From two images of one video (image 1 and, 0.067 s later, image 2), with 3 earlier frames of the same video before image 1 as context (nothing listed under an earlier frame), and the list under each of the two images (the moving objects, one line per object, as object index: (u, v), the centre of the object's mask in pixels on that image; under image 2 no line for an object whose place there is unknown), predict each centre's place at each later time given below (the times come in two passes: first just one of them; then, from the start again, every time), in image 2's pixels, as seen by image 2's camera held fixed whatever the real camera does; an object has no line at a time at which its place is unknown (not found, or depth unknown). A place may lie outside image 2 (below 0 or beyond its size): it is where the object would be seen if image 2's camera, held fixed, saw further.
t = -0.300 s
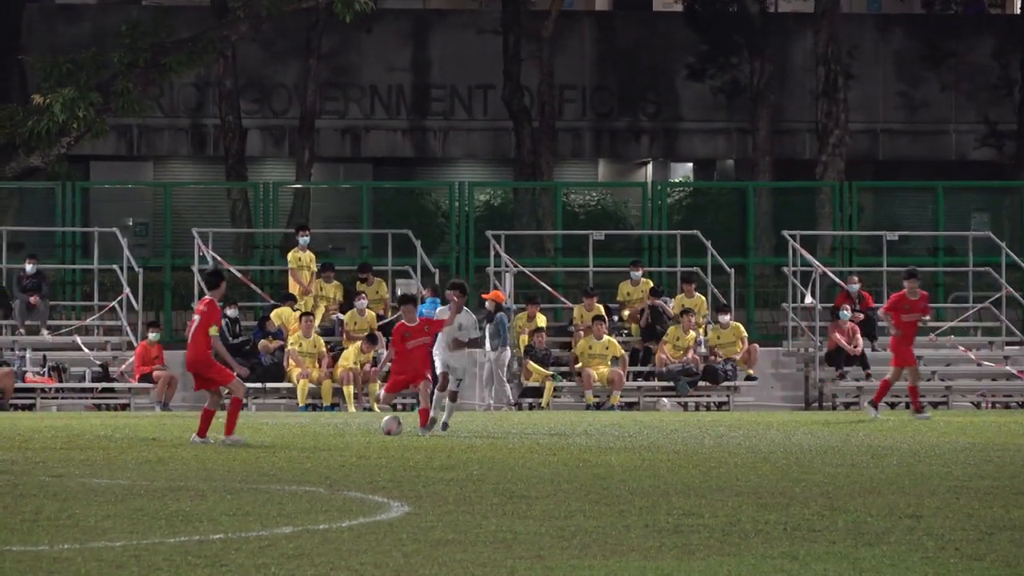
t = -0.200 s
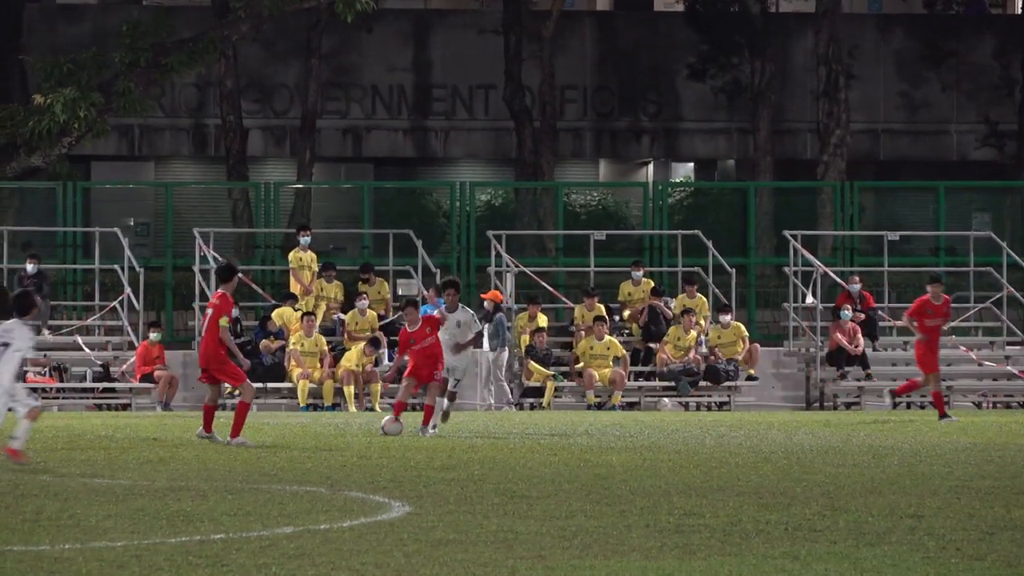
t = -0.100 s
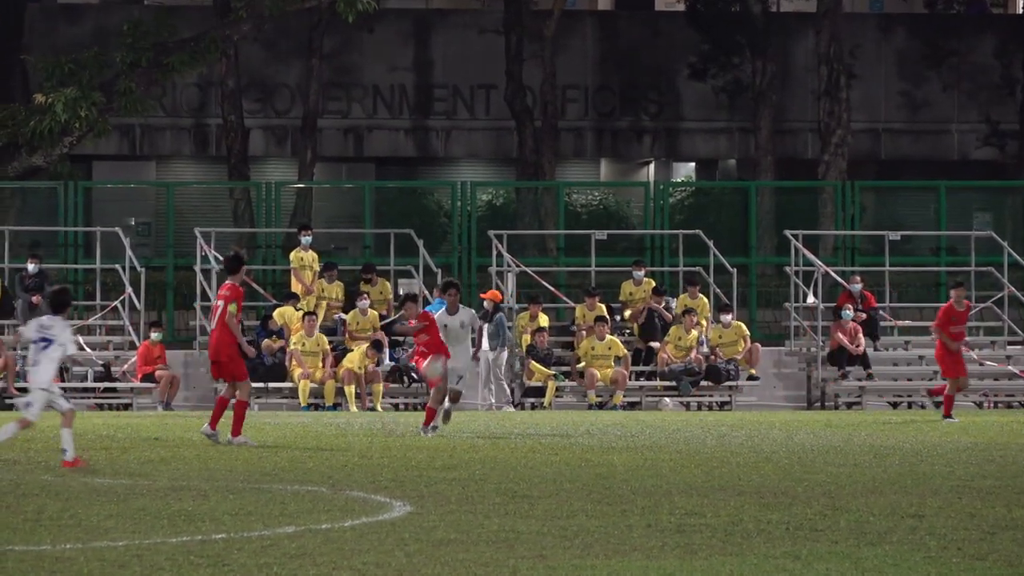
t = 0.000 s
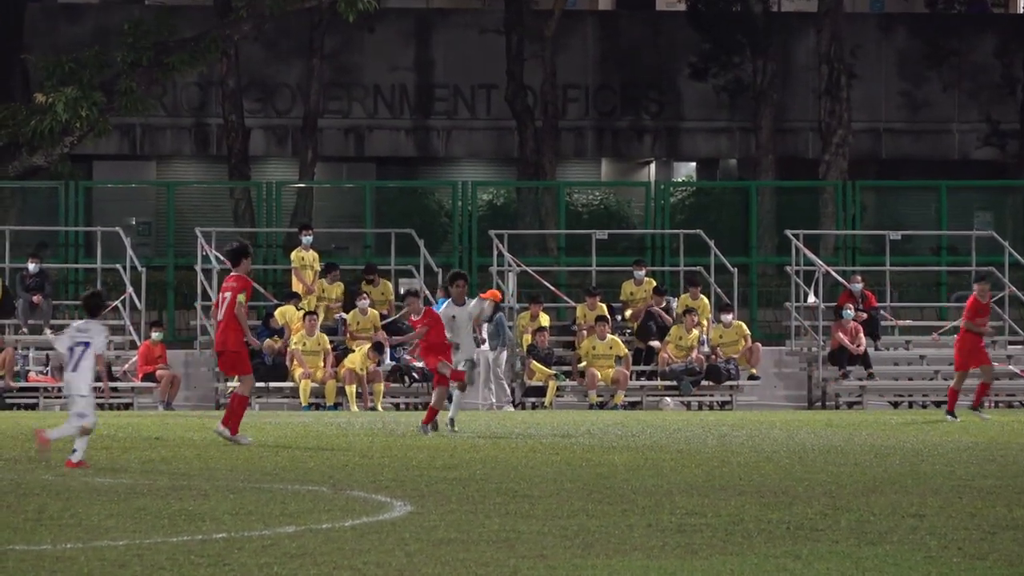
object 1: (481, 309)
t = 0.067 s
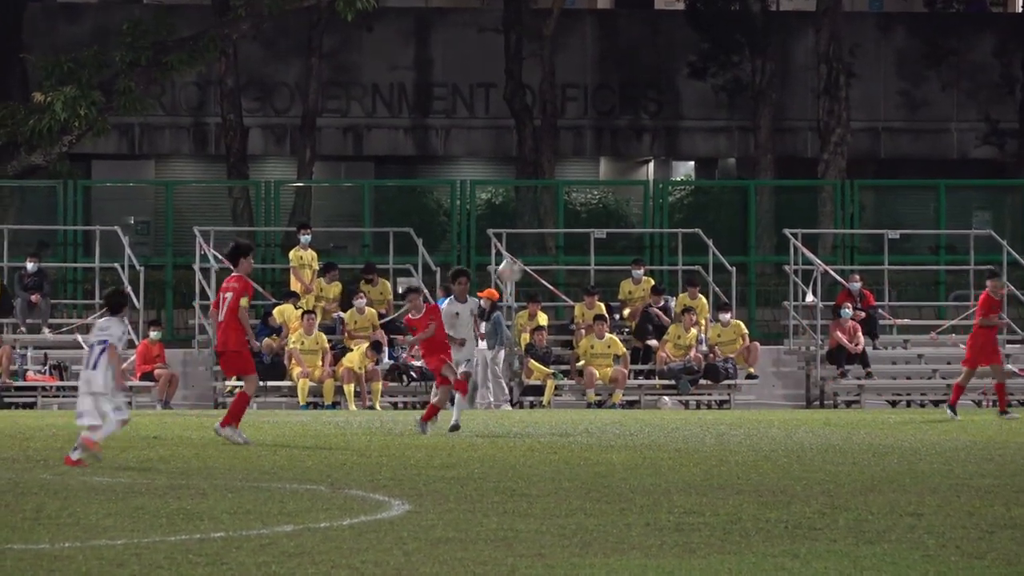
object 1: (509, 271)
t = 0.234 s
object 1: (585, 189)
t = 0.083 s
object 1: (518, 261)
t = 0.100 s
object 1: (526, 252)
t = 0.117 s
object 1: (532, 244)
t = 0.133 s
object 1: (540, 237)
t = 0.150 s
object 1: (547, 228)
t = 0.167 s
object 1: (555, 220)
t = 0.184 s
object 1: (562, 213)
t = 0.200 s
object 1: (570, 205)
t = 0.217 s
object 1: (577, 197)
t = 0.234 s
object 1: (585, 189)
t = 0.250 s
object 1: (593, 181)
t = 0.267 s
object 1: (601, 173)
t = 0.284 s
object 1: (607, 166)
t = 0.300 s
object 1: (617, 159)
